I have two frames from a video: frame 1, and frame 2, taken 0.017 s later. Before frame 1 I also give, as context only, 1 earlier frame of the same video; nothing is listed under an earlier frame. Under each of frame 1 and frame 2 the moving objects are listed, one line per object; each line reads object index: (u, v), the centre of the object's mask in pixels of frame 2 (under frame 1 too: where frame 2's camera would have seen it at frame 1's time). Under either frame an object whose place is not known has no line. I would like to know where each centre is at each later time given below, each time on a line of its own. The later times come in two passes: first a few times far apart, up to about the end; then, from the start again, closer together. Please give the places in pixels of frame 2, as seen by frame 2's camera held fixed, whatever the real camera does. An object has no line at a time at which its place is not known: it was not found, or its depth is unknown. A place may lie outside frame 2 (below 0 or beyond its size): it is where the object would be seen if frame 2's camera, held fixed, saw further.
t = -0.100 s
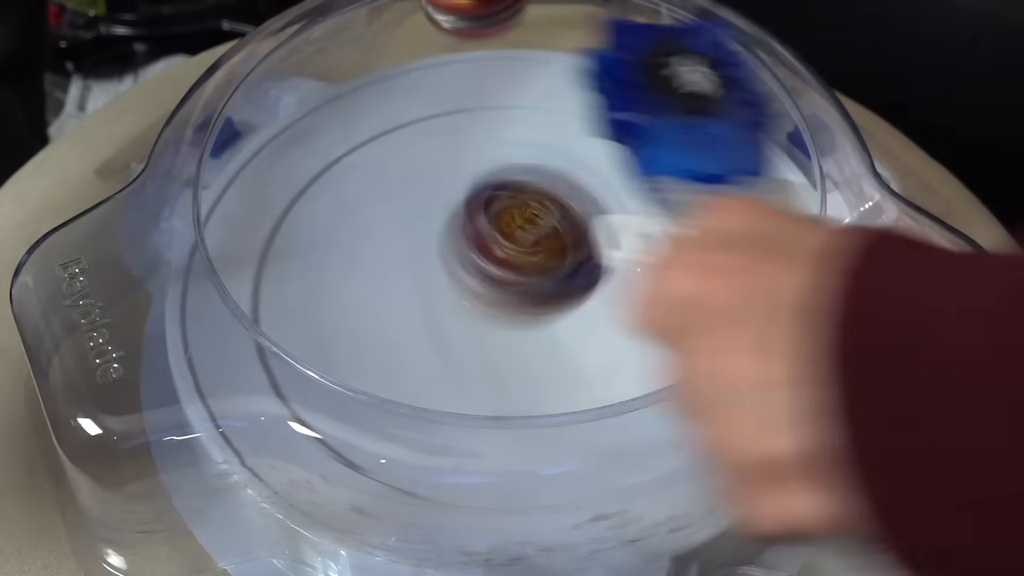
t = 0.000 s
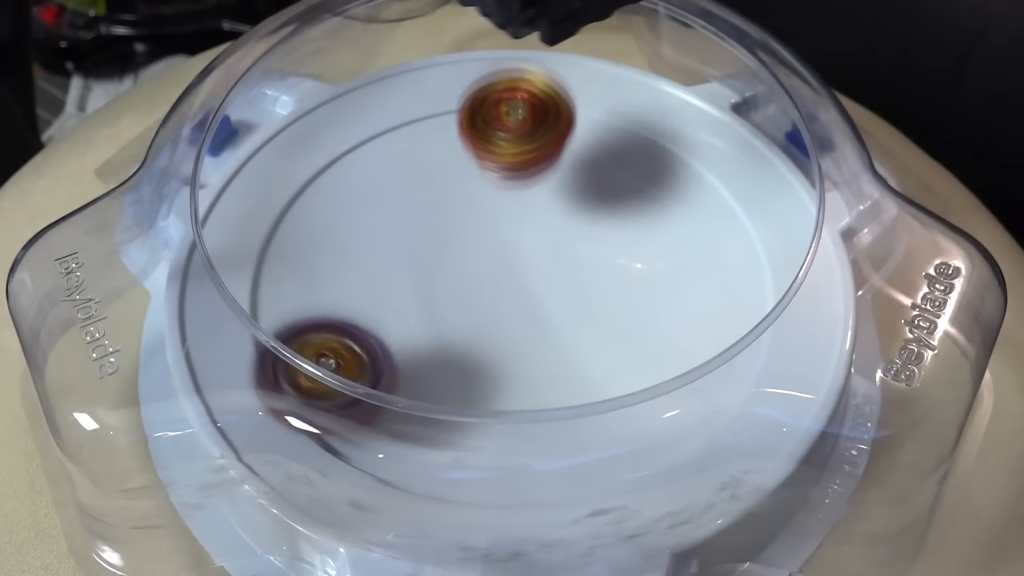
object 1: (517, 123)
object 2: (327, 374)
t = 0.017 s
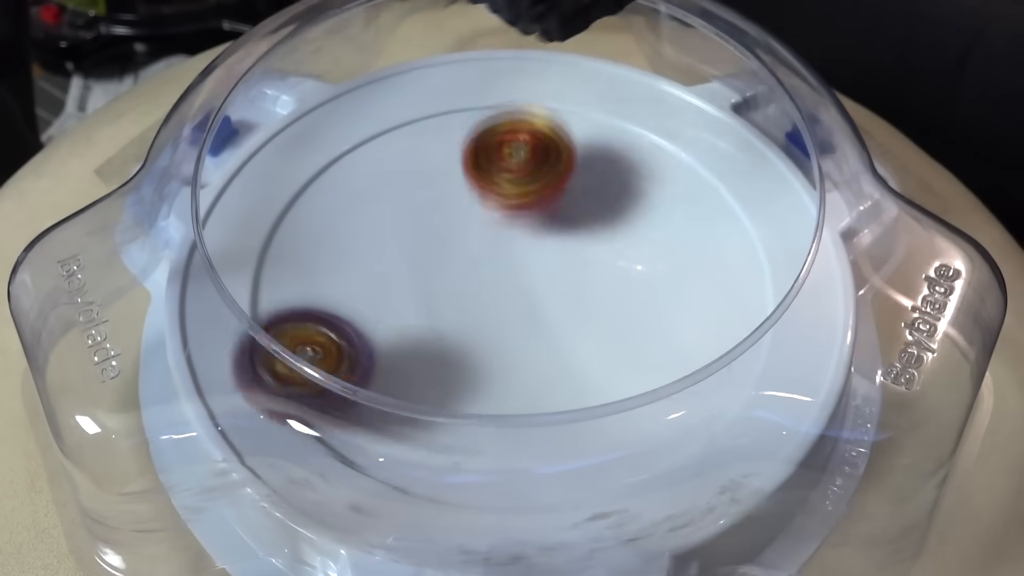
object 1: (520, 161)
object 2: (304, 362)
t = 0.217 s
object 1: (507, 310)
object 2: (330, 213)
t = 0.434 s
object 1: (653, 391)
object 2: (436, 163)
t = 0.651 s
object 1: (758, 236)
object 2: (477, 178)
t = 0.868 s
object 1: (467, 77)
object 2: (463, 191)
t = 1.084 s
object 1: (452, 452)
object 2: (435, 201)
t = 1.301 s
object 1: (495, 74)
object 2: (453, 209)
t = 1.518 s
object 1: (625, 456)
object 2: (498, 197)
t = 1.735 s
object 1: (649, 267)
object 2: (522, 198)
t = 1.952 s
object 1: (382, 417)
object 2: (458, 100)
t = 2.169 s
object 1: (424, 390)
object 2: (475, 187)
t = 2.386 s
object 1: (568, 332)
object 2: (594, 234)
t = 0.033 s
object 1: (518, 177)
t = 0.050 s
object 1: (515, 181)
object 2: (282, 335)
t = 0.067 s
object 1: (511, 187)
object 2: (280, 319)
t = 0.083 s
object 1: (508, 199)
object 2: (280, 304)
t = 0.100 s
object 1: (504, 213)
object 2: (283, 289)
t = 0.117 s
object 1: (502, 235)
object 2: (285, 275)
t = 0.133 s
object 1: (500, 242)
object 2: (289, 264)
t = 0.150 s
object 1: (500, 256)
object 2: (296, 251)
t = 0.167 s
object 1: (500, 272)
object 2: (304, 240)
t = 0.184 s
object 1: (501, 284)
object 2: (312, 230)
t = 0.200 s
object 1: (503, 298)
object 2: (321, 222)
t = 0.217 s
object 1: (507, 310)
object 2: (330, 213)
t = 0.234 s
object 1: (512, 323)
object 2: (340, 206)
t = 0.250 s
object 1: (518, 335)
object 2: (349, 199)
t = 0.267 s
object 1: (524, 346)
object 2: (357, 194)
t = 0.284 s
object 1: (533, 356)
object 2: (368, 188)
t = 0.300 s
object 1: (542, 362)
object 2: (377, 183)
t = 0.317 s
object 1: (553, 367)
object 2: (385, 180)
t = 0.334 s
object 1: (564, 370)
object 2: (393, 176)
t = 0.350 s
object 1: (579, 383)
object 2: (402, 172)
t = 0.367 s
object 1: (593, 389)
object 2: (409, 170)
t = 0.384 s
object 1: (607, 391)
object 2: (416, 167)
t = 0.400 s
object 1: (623, 394)
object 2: (423, 165)
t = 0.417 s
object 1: (639, 394)
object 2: (429, 164)
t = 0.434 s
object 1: (653, 391)
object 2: (436, 163)
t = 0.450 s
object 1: (668, 386)
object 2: (442, 163)
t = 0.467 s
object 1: (686, 382)
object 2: (447, 163)
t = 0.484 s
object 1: (699, 372)
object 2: (452, 163)
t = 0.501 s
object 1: (716, 368)
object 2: (456, 163)
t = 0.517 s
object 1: (732, 359)
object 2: (460, 164)
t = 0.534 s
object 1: (748, 352)
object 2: (463, 165)
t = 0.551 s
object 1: (750, 334)
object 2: (467, 167)
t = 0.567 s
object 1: (753, 316)
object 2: (469, 168)
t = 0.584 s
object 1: (757, 302)
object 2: (472, 170)
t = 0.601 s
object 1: (761, 286)
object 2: (474, 172)
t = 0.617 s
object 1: (754, 265)
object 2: (475, 174)
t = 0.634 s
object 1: (756, 251)
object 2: (476, 176)
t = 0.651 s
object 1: (758, 236)
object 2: (477, 178)
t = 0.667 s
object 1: (754, 217)
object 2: (478, 180)
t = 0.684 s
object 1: (744, 199)
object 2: (477, 182)
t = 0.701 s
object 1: (733, 180)
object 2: (477, 184)
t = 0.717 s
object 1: (718, 162)
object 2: (477, 186)
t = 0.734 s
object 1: (701, 145)
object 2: (476, 188)
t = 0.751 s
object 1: (679, 127)
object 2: (475, 189)
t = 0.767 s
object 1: (655, 112)
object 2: (474, 189)
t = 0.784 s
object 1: (630, 100)
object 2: (473, 191)
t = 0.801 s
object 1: (601, 89)
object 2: (471, 191)
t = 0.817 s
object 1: (570, 82)
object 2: (469, 191)
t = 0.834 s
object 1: (537, 77)
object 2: (468, 191)
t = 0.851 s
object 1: (502, 75)
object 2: (465, 191)
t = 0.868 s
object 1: (467, 77)
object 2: (463, 191)
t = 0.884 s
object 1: (431, 82)
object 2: (461, 191)
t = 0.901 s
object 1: (394, 92)
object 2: (459, 190)
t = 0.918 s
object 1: (360, 108)
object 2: (456, 191)
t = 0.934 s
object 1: (328, 129)
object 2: (453, 191)
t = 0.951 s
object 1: (296, 154)
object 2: (450, 192)
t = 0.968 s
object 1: (271, 185)
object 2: (446, 193)
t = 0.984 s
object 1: (257, 222)
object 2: (444, 194)
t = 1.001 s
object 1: (251, 262)
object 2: (442, 195)
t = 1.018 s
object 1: (259, 305)
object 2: (441, 197)
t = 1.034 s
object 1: (282, 352)
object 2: (439, 198)
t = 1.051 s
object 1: (322, 400)
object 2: (438, 199)
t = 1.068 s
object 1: (378, 431)
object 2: (436, 200)
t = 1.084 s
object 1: (452, 452)
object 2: (435, 201)
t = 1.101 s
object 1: (531, 452)
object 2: (434, 202)
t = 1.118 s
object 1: (603, 435)
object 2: (434, 202)
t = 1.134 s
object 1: (667, 404)
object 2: (433, 203)
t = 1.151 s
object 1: (711, 362)
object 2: (433, 204)
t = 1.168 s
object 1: (739, 313)
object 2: (434, 204)
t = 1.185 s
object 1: (749, 265)
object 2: (435, 205)
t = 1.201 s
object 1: (747, 218)
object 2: (436, 205)
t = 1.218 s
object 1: (726, 175)
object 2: (438, 206)
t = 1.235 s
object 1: (695, 140)
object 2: (441, 207)
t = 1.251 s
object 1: (652, 111)
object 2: (444, 207)
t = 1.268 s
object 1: (606, 91)
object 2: (446, 208)
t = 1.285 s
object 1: (552, 78)
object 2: (450, 208)
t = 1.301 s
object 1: (495, 74)
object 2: (453, 209)
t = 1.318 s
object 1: (437, 81)
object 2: (457, 209)
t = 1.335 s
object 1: (381, 98)
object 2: (461, 209)
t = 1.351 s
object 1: (329, 128)
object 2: (465, 209)
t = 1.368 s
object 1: (288, 168)
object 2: (469, 209)
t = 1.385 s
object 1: (261, 219)
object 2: (474, 207)
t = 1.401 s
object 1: (257, 268)
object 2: (478, 207)
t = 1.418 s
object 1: (272, 330)
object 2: (482, 205)
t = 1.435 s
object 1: (309, 381)
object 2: (486, 204)
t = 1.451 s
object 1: (362, 423)
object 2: (489, 202)
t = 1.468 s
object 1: (423, 464)
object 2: (492, 201)
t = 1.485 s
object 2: (494, 199)
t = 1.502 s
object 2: (497, 196)
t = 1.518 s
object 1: (625, 456)
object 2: (498, 197)
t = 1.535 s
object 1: (682, 432)
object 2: (500, 198)
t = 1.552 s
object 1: (734, 406)
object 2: (501, 197)
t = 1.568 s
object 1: (784, 376)
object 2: (503, 197)
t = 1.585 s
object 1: (827, 343)
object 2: (505, 197)
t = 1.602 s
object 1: (854, 305)
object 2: (506, 197)
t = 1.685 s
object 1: (743, 276)
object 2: (515, 197)
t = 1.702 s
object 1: (715, 275)
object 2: (518, 198)
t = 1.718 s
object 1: (683, 273)
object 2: (520, 198)
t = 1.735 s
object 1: (649, 267)
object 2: (522, 198)
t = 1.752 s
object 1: (615, 260)
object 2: (522, 200)
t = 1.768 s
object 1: (587, 253)
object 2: (514, 193)
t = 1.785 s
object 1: (571, 256)
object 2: (509, 174)
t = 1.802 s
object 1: (554, 262)
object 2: (502, 157)
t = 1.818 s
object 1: (534, 273)
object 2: (494, 141)
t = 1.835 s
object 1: (513, 288)
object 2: (488, 126)
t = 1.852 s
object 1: (492, 308)
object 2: (481, 114)
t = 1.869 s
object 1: (471, 331)
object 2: (476, 102)
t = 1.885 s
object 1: (451, 356)
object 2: (472, 93)
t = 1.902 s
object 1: (430, 386)
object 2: (469, 89)
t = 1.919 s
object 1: (414, 394)
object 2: (465, 89)
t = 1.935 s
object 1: (397, 412)
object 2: (460, 94)
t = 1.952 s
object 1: (382, 417)
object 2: (458, 100)
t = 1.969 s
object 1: (370, 427)
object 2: (455, 105)
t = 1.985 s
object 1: (354, 445)
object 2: (454, 112)
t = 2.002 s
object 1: (358, 430)
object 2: (453, 118)
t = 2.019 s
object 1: (360, 426)
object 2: (453, 125)
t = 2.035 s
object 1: (362, 425)
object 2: (452, 133)
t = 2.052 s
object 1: (365, 428)
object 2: (453, 140)
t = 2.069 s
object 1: (369, 425)
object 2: (455, 146)
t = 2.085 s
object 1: (375, 422)
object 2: (456, 154)
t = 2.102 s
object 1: (382, 416)
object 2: (459, 162)
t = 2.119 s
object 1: (391, 412)
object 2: (462, 168)
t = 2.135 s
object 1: (402, 402)
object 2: (466, 175)
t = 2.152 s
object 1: (412, 397)
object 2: (471, 182)
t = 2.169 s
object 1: (424, 390)
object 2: (475, 187)
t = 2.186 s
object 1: (436, 384)
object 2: (482, 193)
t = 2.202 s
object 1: (449, 370)
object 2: (490, 198)
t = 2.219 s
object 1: (461, 368)
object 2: (497, 204)
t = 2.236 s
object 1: (473, 364)
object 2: (503, 209)
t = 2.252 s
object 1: (487, 360)
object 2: (511, 213)
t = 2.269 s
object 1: (501, 356)
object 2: (520, 219)
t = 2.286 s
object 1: (513, 349)
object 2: (528, 223)
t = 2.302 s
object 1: (526, 344)
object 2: (537, 228)
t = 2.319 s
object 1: (538, 339)
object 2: (547, 231)
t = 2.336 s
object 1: (548, 335)
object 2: (558, 234)
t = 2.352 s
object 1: (558, 330)
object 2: (568, 236)
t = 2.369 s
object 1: (564, 328)
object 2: (578, 235)
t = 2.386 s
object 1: (568, 332)
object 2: (594, 234)
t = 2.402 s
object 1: (573, 339)
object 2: (609, 234)
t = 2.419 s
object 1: (576, 343)
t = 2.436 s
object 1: (579, 348)
